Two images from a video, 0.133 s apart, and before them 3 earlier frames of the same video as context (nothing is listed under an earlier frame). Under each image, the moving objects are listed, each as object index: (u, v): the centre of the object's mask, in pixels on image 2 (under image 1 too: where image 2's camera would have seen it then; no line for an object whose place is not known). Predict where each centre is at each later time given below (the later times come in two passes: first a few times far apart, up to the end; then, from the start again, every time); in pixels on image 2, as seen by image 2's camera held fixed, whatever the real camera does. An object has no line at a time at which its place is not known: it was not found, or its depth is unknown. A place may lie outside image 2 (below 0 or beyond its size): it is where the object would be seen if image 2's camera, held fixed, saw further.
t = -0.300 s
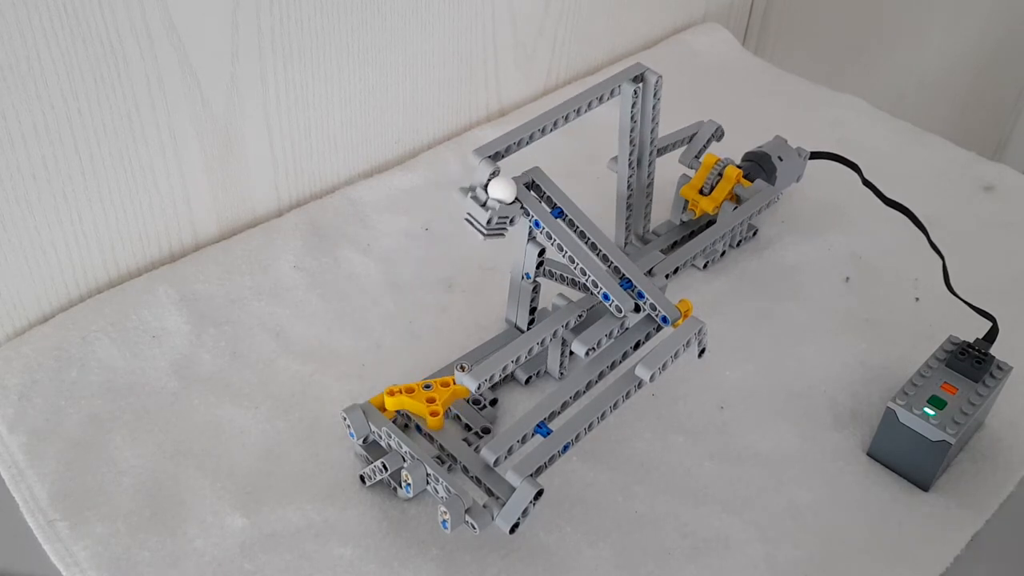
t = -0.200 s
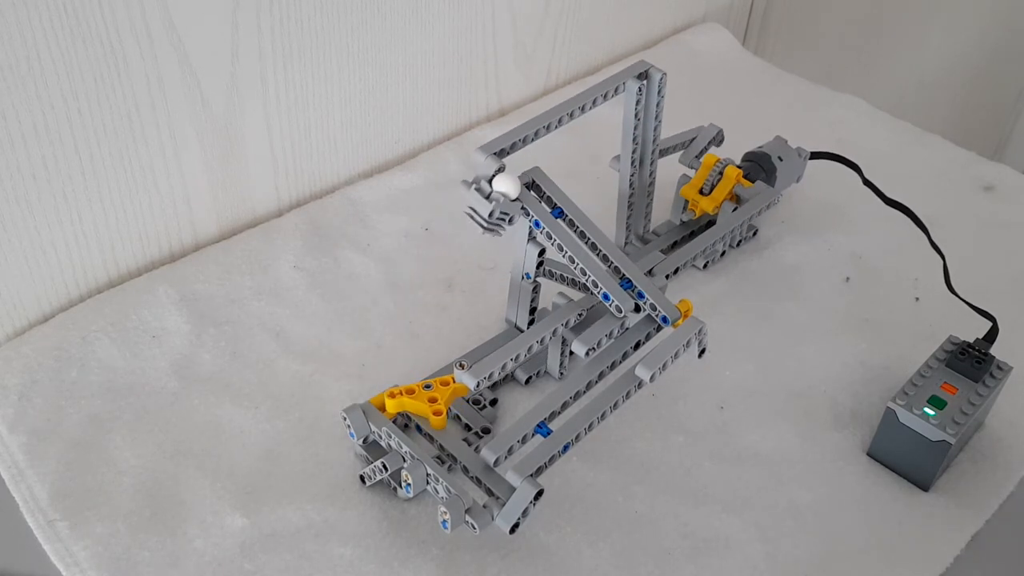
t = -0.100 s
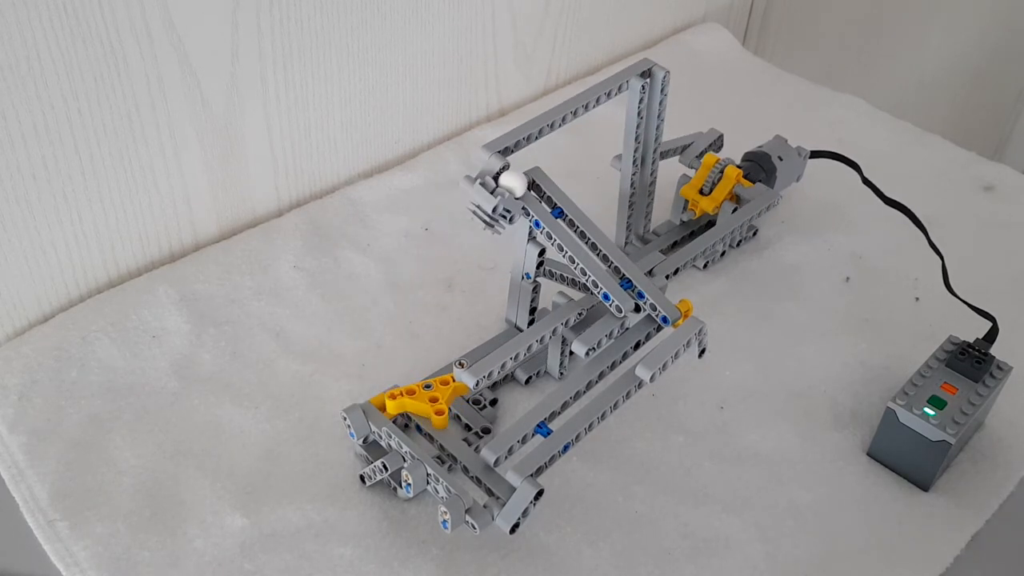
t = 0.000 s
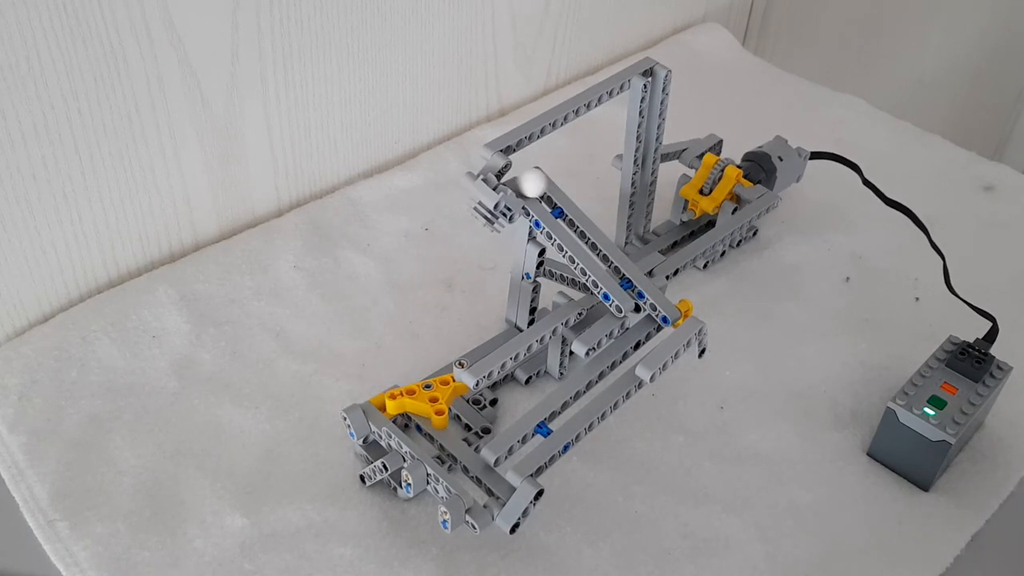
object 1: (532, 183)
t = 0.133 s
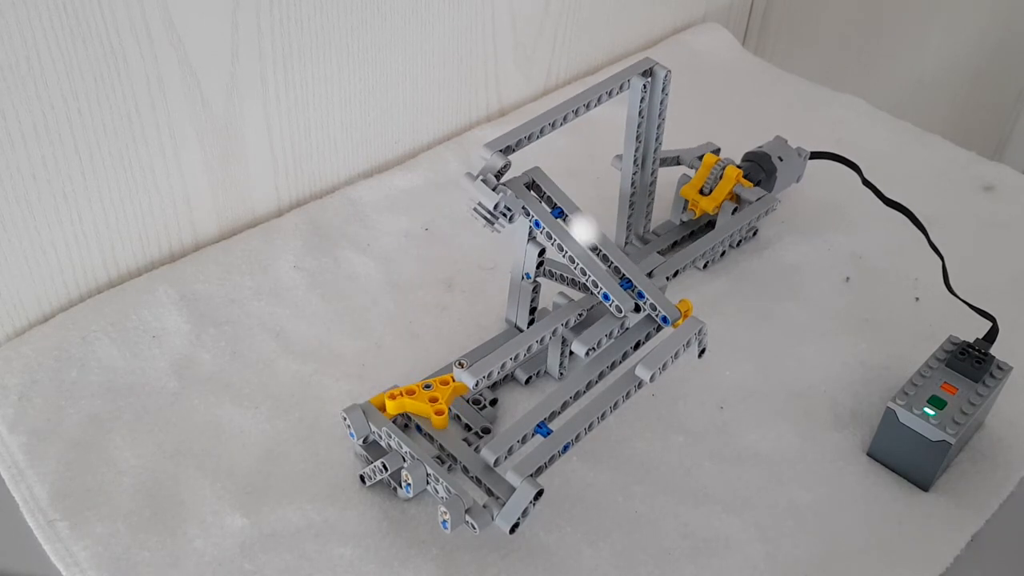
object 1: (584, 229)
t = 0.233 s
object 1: (652, 301)
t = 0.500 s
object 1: (515, 443)
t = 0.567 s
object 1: (482, 481)
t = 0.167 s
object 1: (604, 249)
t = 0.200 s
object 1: (628, 273)
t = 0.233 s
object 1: (652, 301)
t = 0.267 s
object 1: (653, 335)
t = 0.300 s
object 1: (631, 348)
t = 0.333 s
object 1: (612, 363)
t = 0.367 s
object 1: (595, 377)
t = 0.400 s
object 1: (576, 393)
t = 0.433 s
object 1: (557, 409)
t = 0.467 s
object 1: (538, 425)
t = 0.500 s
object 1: (515, 443)
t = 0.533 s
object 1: (491, 465)
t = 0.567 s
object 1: (482, 481)
